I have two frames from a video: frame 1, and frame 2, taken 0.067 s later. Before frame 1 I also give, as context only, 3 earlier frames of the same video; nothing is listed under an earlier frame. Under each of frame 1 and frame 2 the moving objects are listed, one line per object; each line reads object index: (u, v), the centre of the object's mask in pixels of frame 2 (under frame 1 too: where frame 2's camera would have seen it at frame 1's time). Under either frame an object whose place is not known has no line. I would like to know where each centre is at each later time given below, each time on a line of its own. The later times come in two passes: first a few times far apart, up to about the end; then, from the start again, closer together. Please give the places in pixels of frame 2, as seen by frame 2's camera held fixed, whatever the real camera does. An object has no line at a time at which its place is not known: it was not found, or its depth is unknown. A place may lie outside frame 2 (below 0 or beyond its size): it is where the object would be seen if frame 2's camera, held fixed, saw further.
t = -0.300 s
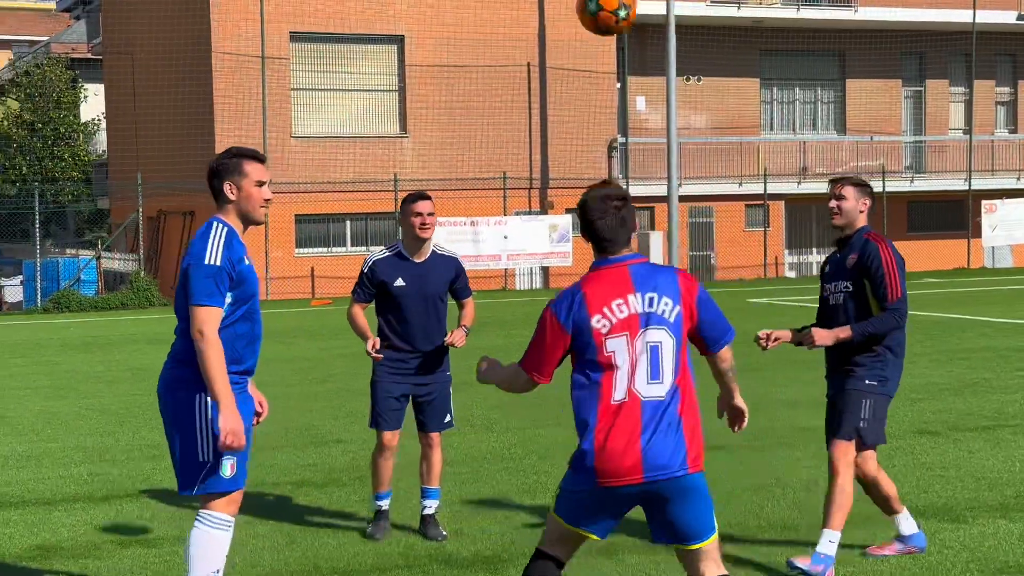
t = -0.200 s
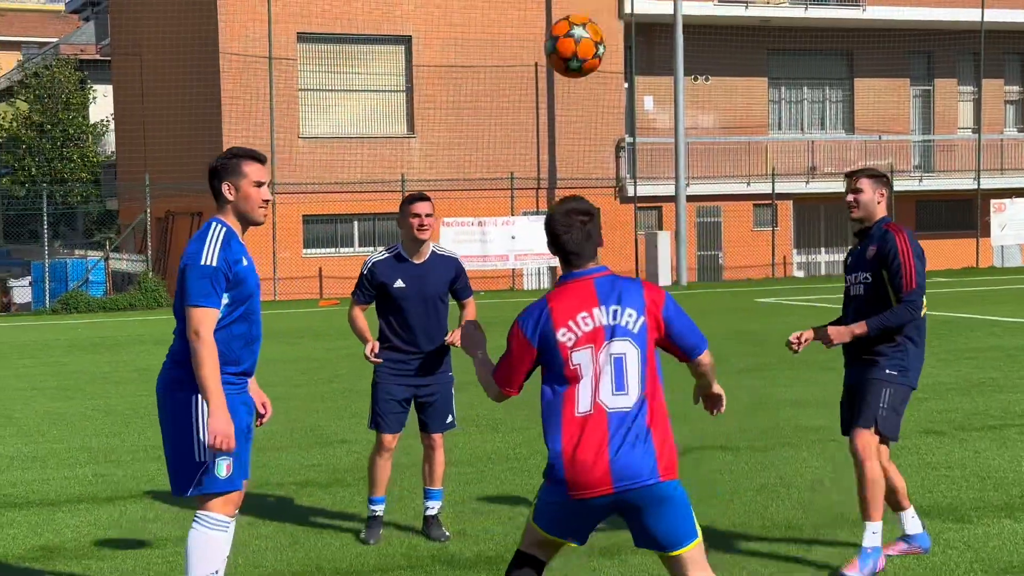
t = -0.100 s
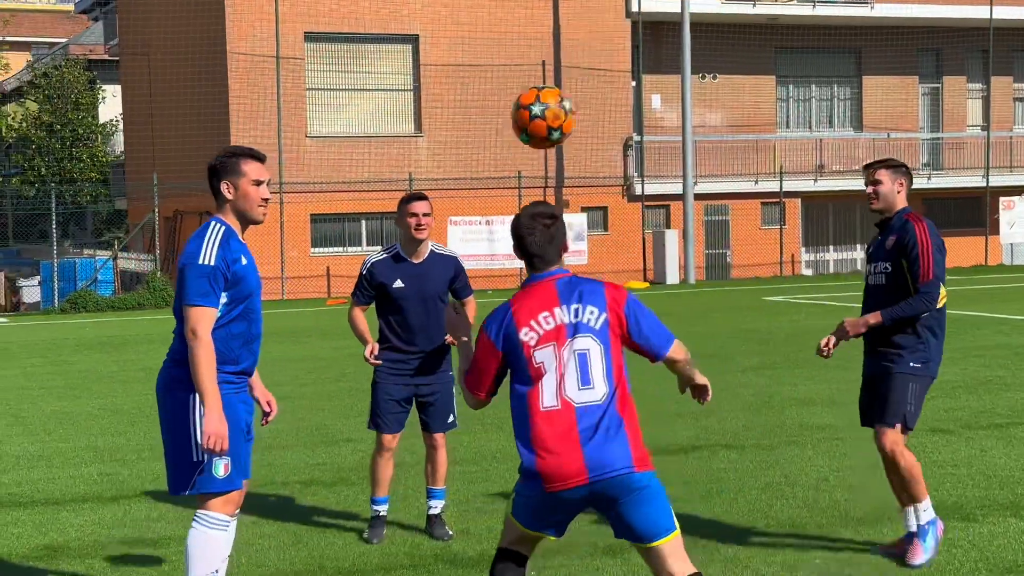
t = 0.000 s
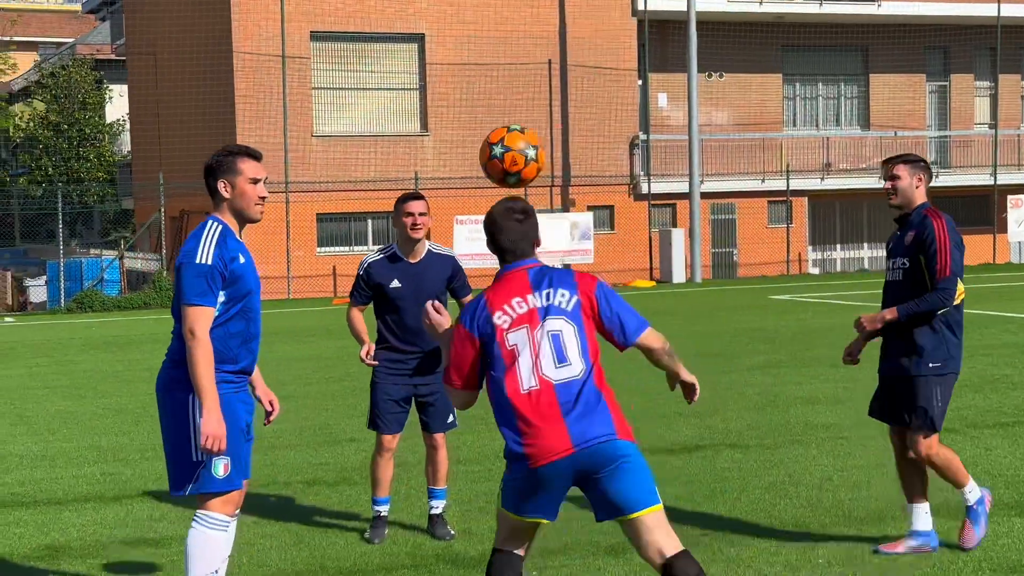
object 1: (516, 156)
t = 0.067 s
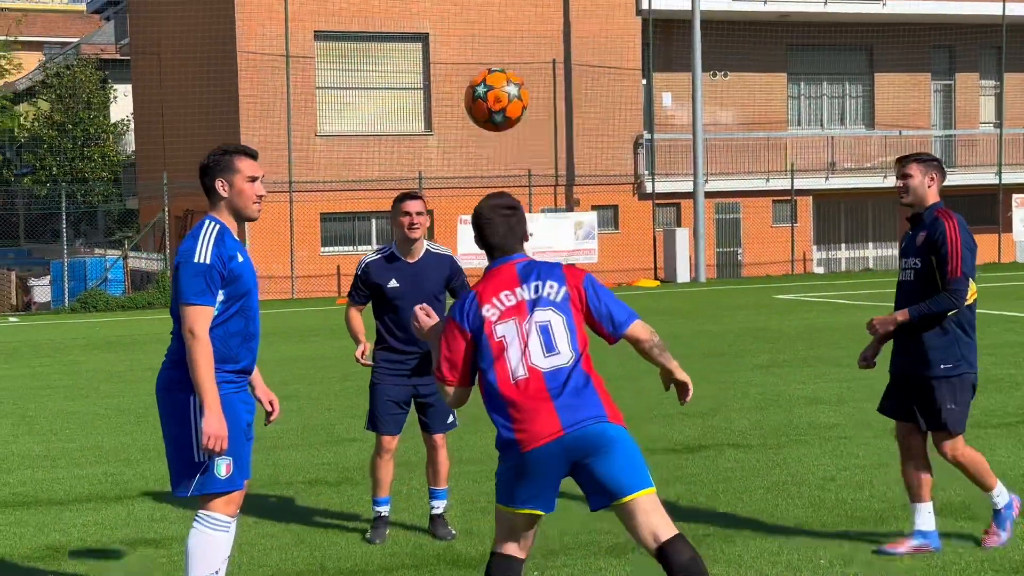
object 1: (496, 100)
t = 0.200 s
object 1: (460, 31)
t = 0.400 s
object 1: (412, 25)
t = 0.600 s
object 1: (370, 108)
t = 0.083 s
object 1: (491, 88)
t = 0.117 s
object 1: (482, 68)
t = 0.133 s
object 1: (478, 59)
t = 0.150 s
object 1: (474, 51)
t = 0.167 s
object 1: (469, 43)
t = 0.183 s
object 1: (464, 37)
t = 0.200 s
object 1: (460, 31)
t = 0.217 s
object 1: (456, 27)
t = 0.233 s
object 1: (452, 25)
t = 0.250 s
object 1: (447, 23)
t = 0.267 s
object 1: (443, 22)
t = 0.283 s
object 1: (439, 21)
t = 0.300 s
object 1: (435, 20)
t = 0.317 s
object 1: (431, 20)
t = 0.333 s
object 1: (427, 20)
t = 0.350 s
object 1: (423, 21)
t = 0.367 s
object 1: (420, 22)
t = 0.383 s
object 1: (416, 23)
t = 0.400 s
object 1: (412, 25)
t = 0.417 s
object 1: (408, 27)
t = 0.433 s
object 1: (405, 30)
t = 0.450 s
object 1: (402, 35)
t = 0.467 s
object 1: (397, 40)
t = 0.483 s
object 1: (394, 47)
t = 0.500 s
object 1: (391, 54)
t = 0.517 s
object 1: (387, 62)
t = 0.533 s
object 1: (384, 70)
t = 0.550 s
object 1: (380, 79)
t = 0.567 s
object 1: (377, 87)
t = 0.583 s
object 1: (373, 98)
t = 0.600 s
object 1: (370, 108)
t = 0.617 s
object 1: (368, 119)
